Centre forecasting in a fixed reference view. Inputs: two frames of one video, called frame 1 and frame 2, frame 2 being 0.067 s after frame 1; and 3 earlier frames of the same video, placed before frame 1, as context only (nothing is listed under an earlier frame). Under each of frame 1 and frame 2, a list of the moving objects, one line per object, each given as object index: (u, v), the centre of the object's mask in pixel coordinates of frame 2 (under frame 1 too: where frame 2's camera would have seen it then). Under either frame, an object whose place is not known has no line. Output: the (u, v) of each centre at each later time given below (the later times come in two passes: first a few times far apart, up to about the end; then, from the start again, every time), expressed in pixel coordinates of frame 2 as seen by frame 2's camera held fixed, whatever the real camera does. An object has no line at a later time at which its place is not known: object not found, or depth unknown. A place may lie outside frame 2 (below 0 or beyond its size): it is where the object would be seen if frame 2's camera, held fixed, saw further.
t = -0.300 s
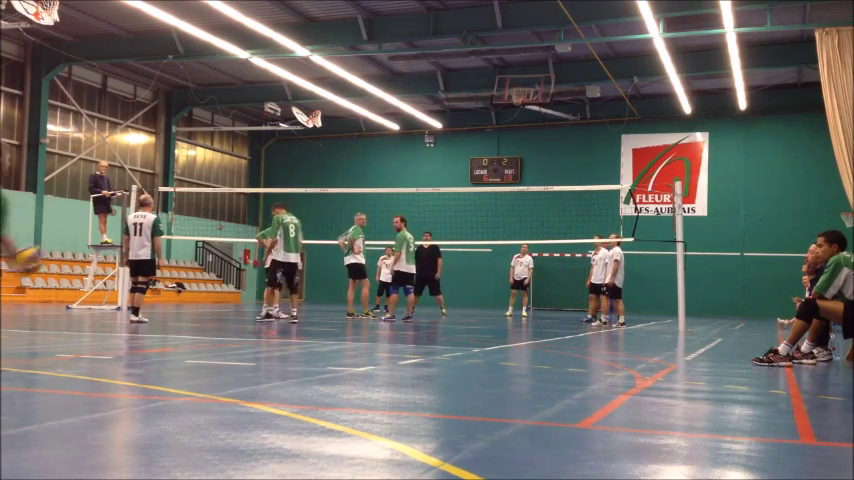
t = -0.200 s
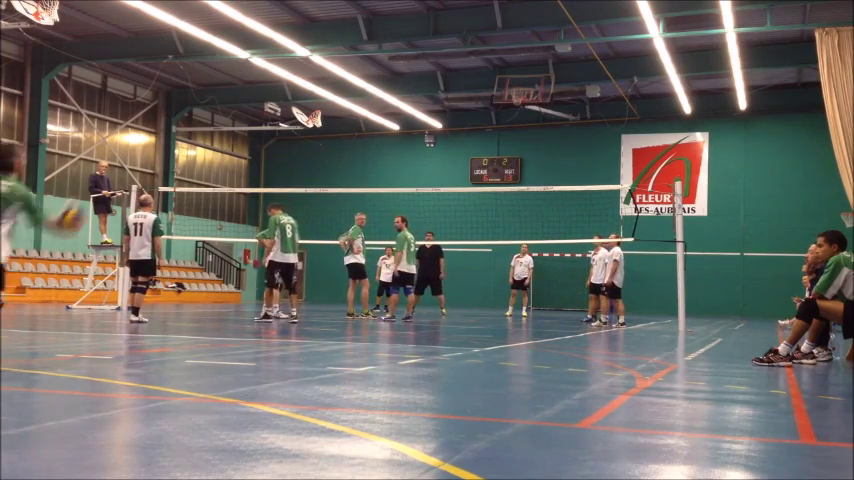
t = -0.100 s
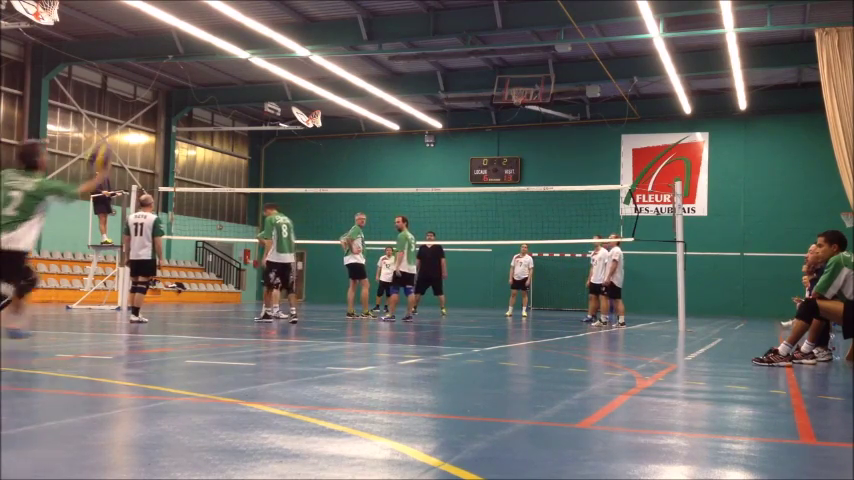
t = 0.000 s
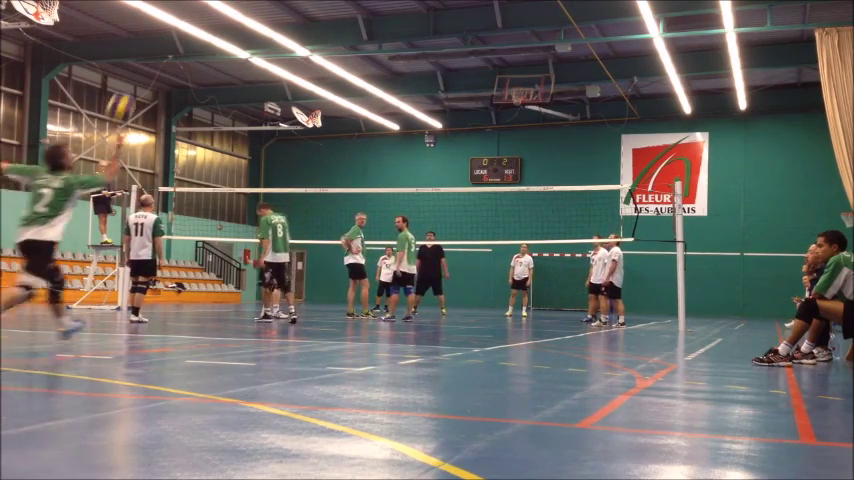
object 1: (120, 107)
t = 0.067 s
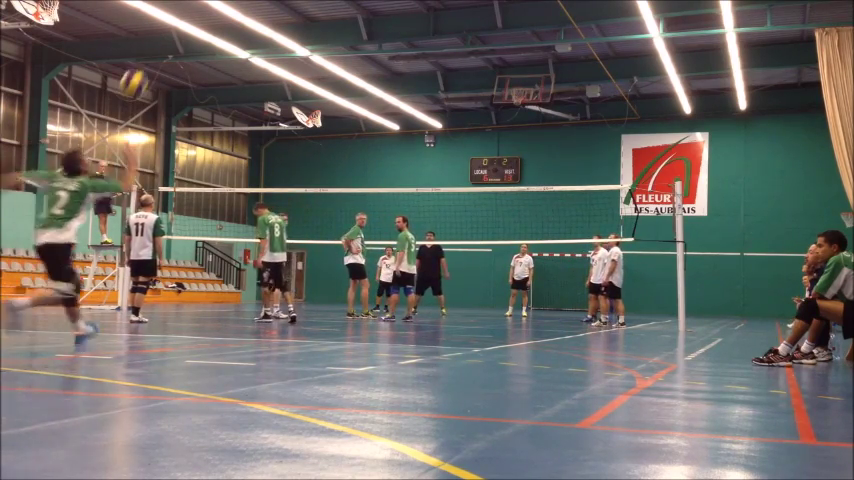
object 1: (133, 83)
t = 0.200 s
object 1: (158, 52)
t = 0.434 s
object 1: (194, 42)
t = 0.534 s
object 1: (208, 56)
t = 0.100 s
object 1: (140, 73)
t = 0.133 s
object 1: (146, 64)
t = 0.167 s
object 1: (152, 57)
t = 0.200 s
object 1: (158, 52)
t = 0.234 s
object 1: (163, 47)
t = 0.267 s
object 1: (169, 44)
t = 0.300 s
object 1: (174, 41)
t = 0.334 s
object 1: (179, 40)
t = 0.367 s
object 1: (184, 40)
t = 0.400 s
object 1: (189, 41)
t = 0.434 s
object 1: (194, 42)
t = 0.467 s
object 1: (199, 47)
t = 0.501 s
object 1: (204, 51)
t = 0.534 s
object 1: (208, 56)
